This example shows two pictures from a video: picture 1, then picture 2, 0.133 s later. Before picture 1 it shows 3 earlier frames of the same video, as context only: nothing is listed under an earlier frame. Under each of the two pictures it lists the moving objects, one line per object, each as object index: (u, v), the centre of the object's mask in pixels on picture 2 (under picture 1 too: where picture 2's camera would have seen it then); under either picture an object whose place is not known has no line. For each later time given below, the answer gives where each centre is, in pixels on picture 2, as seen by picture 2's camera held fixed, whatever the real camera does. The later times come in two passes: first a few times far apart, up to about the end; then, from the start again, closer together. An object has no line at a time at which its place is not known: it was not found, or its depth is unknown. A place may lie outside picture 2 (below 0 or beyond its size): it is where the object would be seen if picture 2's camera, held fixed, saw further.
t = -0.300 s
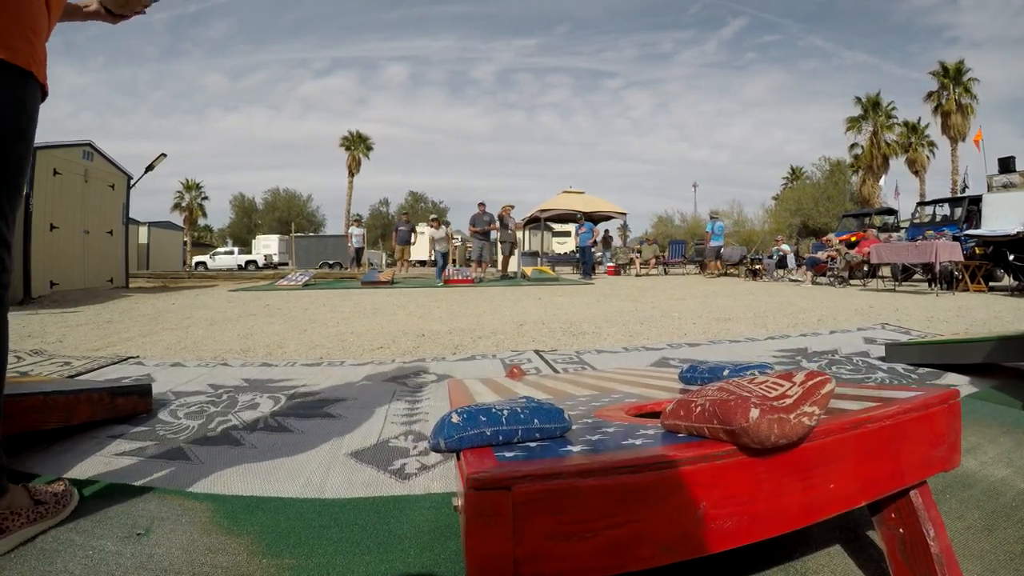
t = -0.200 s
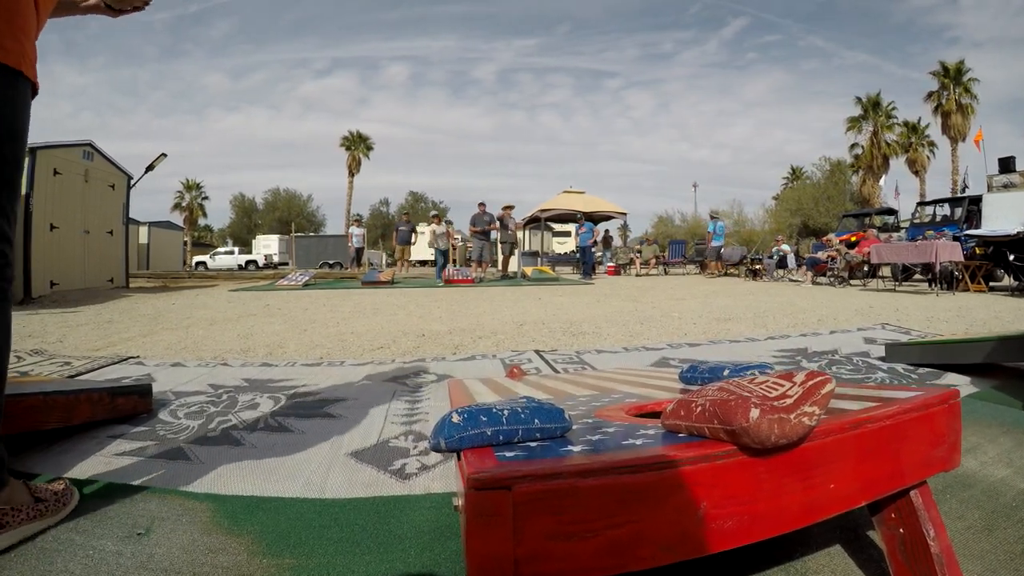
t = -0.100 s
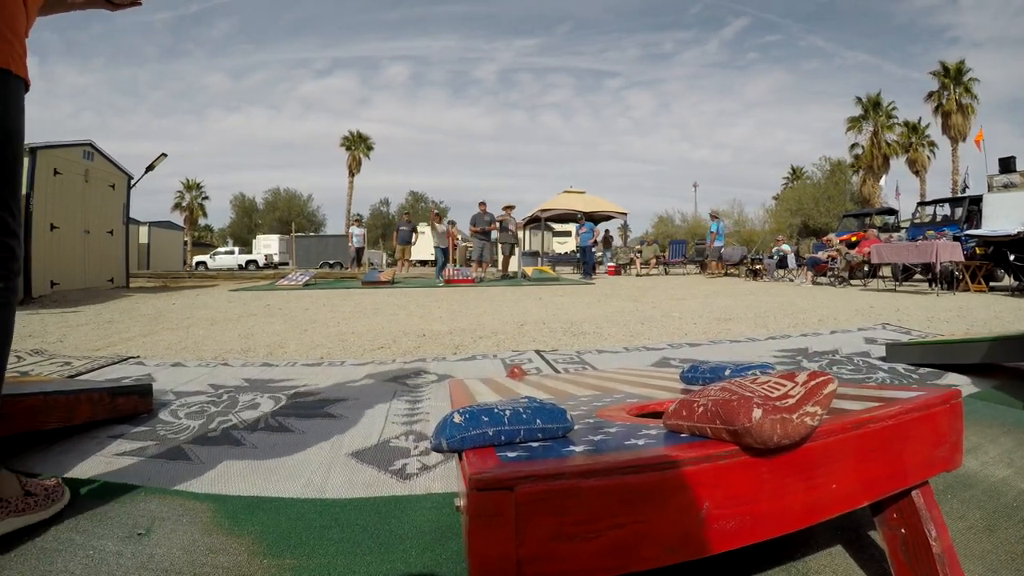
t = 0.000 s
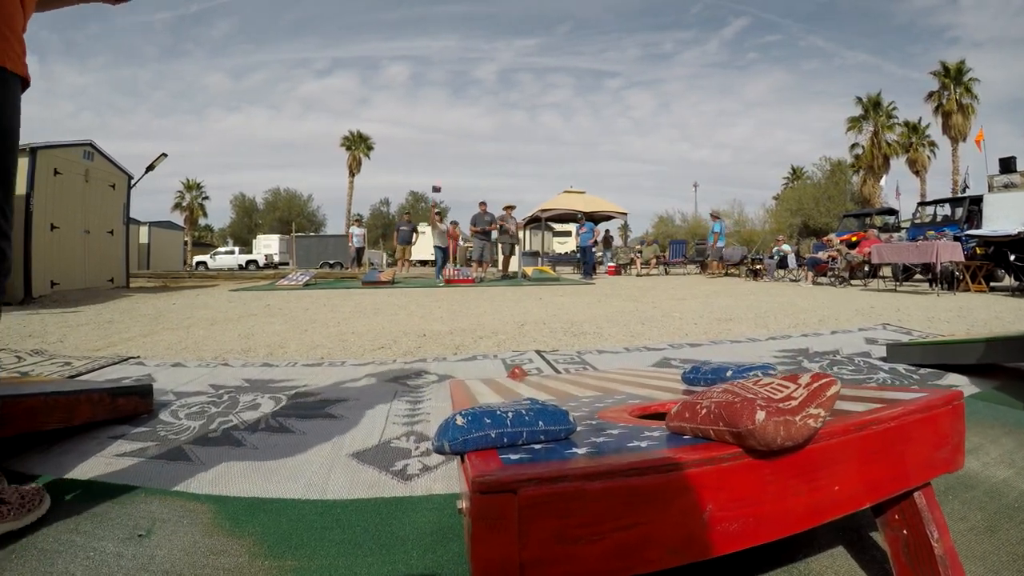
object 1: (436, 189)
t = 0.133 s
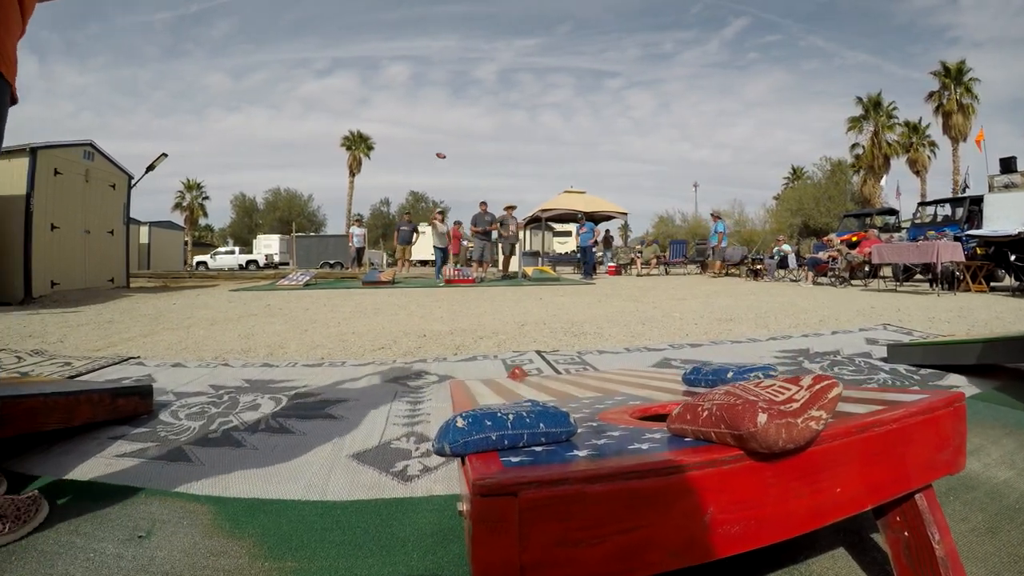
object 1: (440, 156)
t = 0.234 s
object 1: (444, 134)
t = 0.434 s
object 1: (453, 100)
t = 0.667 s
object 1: (471, 98)
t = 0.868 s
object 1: (503, 212)
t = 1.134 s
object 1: (623, 380)
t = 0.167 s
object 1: (441, 148)
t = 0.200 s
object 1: (443, 141)
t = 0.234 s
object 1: (444, 134)
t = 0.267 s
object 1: (445, 127)
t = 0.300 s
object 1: (447, 121)
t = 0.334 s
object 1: (448, 115)
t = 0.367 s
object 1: (450, 109)
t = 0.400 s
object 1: (451, 104)
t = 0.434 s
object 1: (453, 100)
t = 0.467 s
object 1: (455, 97)
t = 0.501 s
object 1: (457, 94)
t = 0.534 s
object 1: (459, 92)
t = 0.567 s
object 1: (462, 91)
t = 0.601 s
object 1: (465, 92)
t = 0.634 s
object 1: (468, 94)
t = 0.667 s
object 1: (471, 98)
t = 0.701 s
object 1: (475, 104)
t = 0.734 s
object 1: (479, 113)
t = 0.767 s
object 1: (484, 127)
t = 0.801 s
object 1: (489, 147)
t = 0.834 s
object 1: (495, 174)
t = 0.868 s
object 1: (503, 212)
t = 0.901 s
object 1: (513, 267)
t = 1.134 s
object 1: (623, 380)
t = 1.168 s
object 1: (646, 389)
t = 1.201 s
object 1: (646, 401)
